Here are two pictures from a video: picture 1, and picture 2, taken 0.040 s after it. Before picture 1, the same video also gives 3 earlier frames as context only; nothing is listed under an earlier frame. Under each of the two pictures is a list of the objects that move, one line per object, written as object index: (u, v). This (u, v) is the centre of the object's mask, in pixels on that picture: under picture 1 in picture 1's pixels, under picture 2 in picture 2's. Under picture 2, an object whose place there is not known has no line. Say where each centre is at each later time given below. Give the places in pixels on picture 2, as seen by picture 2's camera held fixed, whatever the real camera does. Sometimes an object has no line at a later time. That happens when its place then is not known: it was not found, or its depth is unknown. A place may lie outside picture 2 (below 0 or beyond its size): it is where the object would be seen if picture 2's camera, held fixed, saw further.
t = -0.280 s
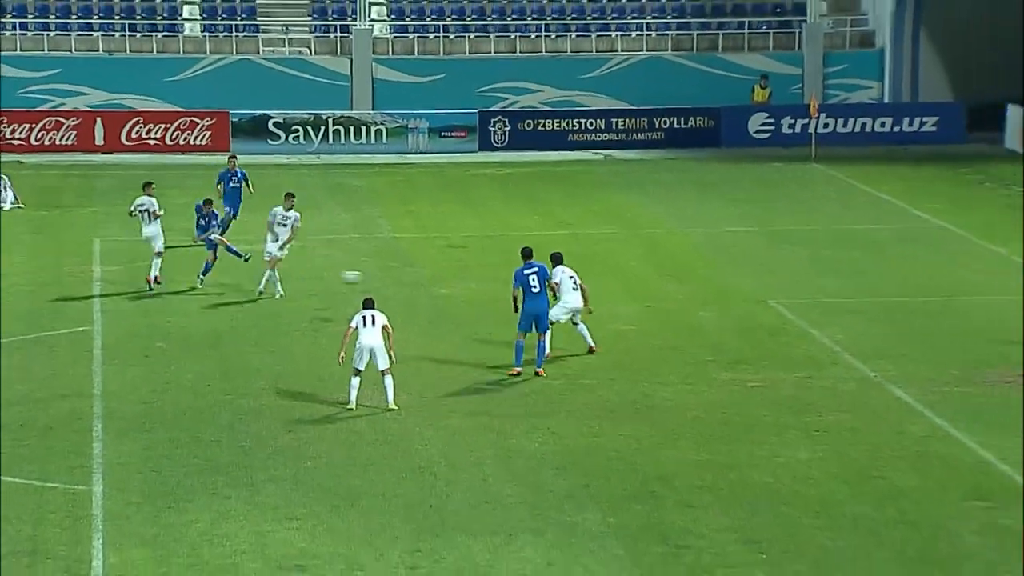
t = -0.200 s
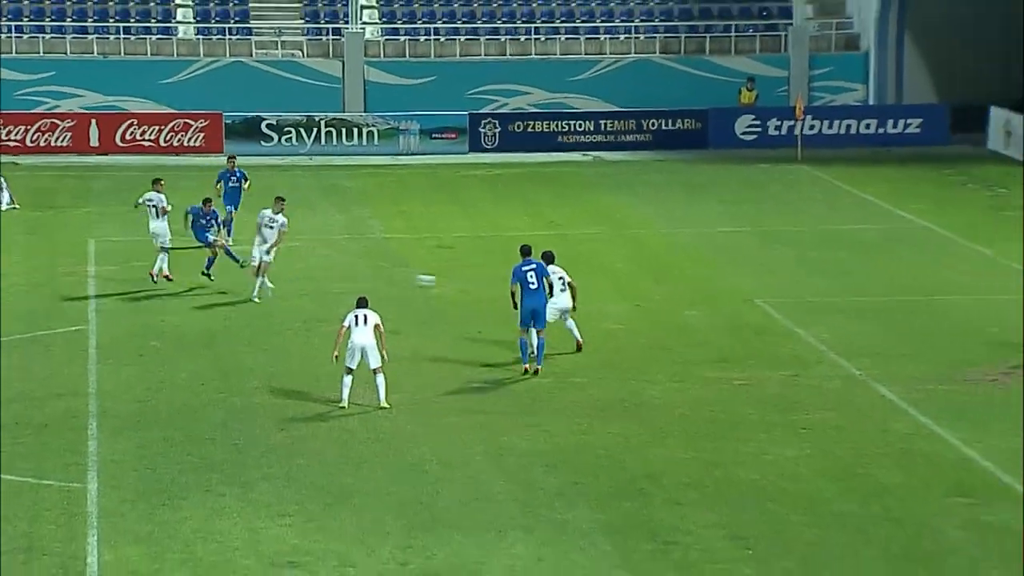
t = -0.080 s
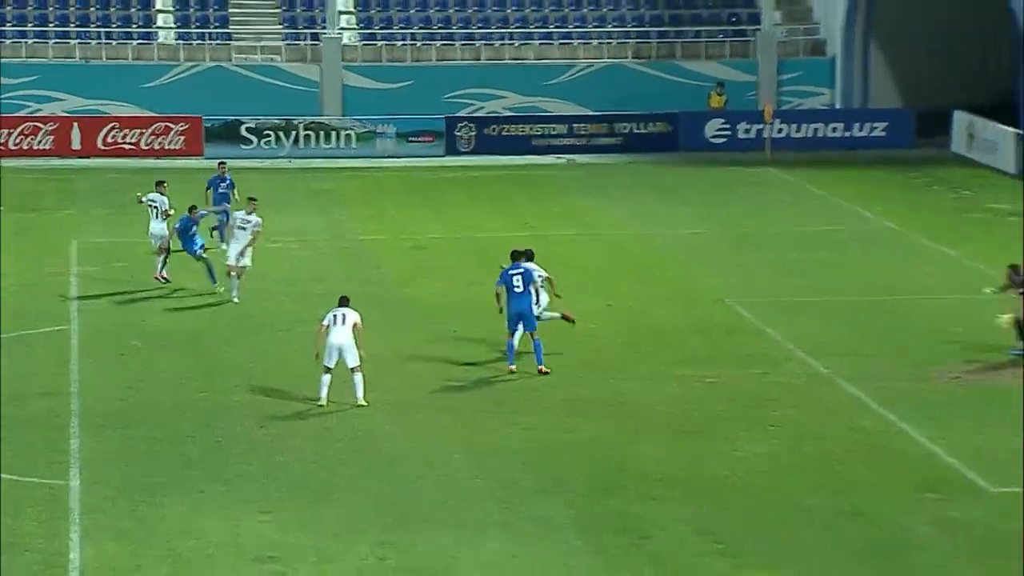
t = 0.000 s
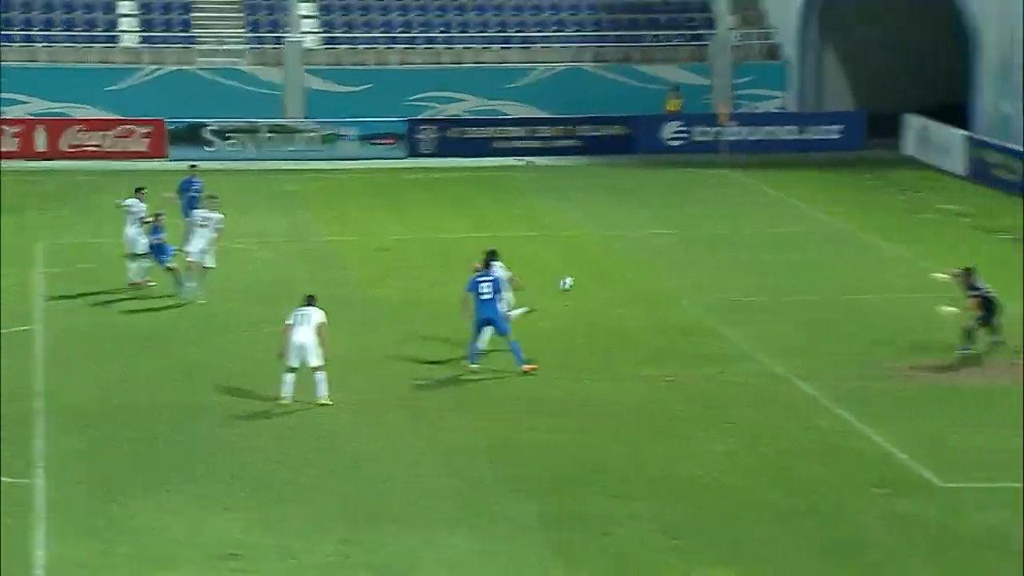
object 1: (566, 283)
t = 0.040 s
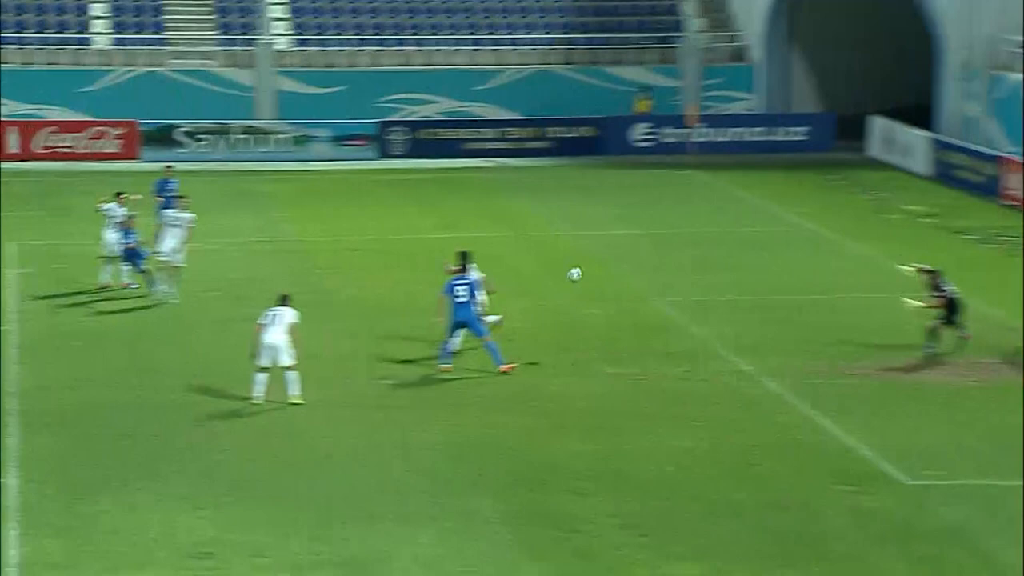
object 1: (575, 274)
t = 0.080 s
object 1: (611, 266)
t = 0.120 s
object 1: (647, 259)
